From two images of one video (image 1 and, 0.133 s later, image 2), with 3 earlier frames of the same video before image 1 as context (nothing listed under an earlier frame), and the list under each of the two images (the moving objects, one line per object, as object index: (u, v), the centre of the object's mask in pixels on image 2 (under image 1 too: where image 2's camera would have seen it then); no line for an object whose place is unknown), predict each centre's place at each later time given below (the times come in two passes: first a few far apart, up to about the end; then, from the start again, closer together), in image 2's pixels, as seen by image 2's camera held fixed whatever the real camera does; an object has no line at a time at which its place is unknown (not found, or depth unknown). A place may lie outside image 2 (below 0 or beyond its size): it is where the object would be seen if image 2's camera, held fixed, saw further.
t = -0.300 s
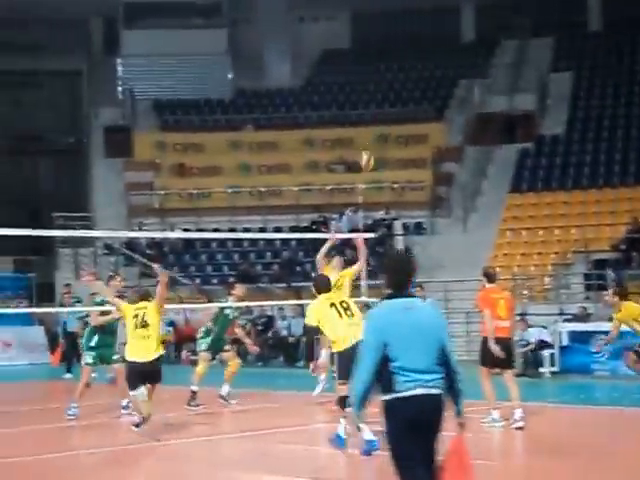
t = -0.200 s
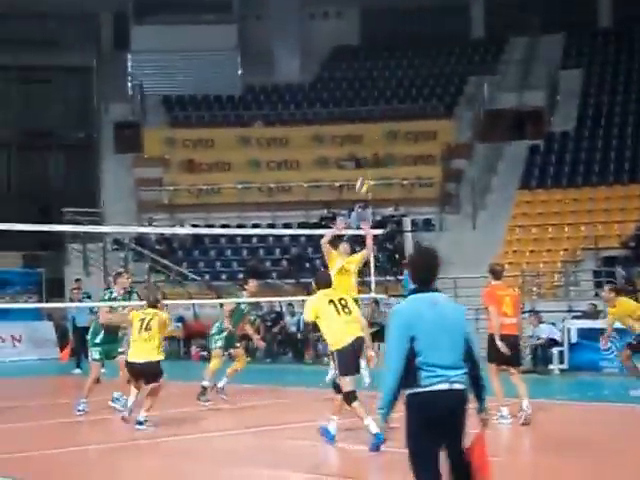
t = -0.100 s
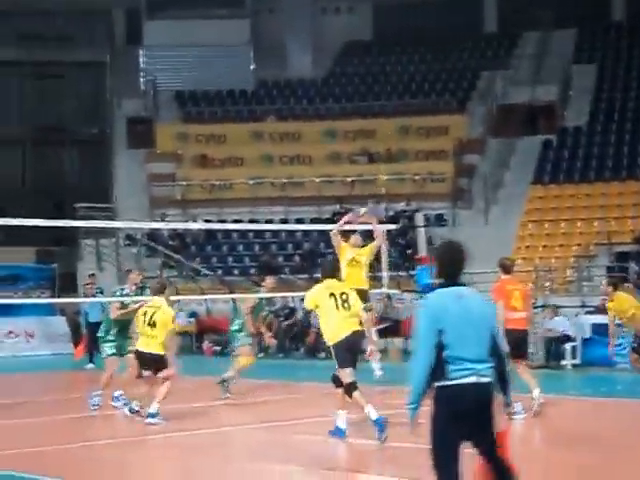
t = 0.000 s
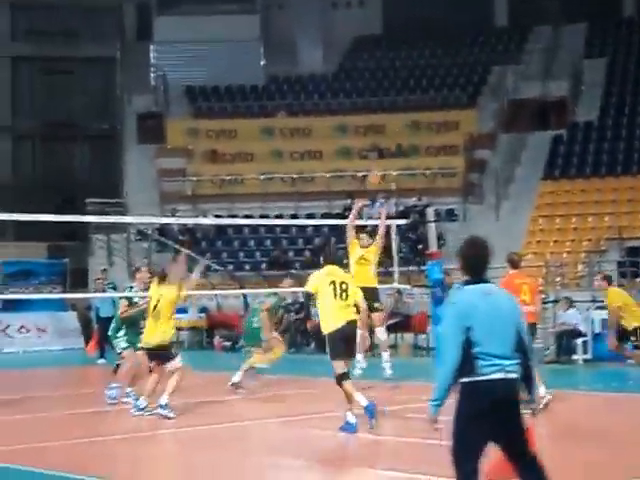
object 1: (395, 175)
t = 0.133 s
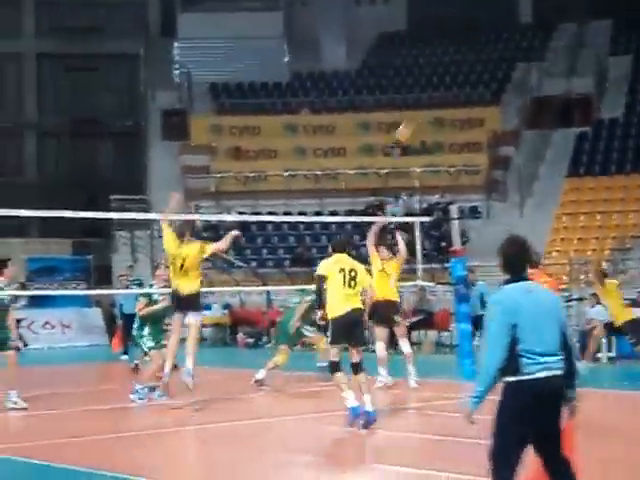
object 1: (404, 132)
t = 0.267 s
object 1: (412, 105)
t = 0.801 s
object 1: (439, 113)
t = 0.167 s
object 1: (406, 123)
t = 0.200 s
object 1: (409, 116)
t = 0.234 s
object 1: (413, 110)
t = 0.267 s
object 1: (412, 105)
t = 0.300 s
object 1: (414, 99)
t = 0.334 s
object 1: (417, 94)
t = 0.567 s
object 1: (430, 86)
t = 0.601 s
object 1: (432, 89)
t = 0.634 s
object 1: (433, 90)
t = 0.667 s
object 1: (434, 94)
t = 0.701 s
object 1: (436, 98)
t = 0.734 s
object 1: (437, 101)
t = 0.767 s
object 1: (439, 108)
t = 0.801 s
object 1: (439, 113)
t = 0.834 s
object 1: (439, 119)
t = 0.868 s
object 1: (438, 127)
